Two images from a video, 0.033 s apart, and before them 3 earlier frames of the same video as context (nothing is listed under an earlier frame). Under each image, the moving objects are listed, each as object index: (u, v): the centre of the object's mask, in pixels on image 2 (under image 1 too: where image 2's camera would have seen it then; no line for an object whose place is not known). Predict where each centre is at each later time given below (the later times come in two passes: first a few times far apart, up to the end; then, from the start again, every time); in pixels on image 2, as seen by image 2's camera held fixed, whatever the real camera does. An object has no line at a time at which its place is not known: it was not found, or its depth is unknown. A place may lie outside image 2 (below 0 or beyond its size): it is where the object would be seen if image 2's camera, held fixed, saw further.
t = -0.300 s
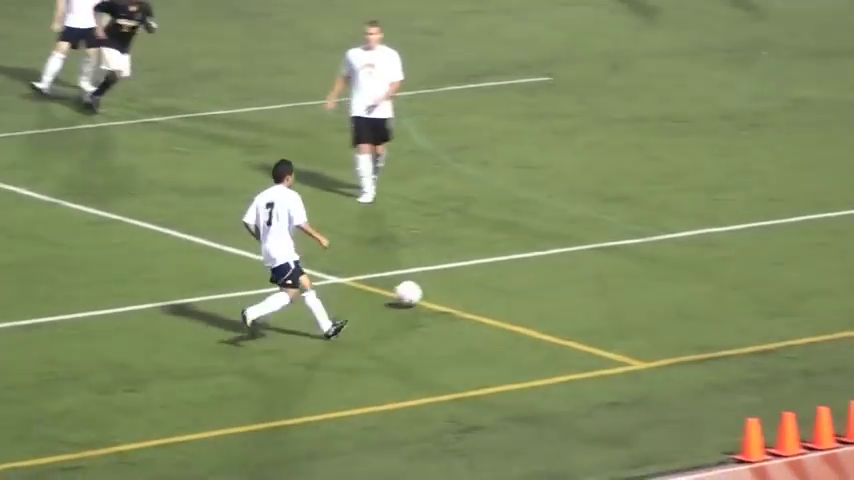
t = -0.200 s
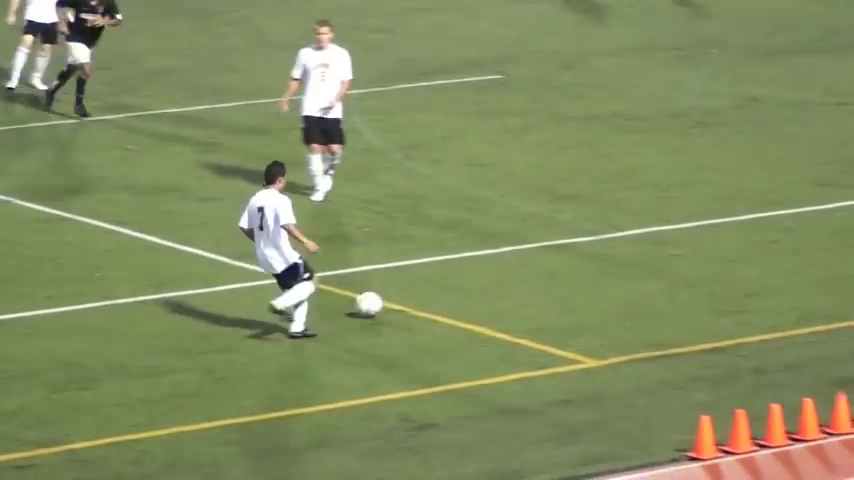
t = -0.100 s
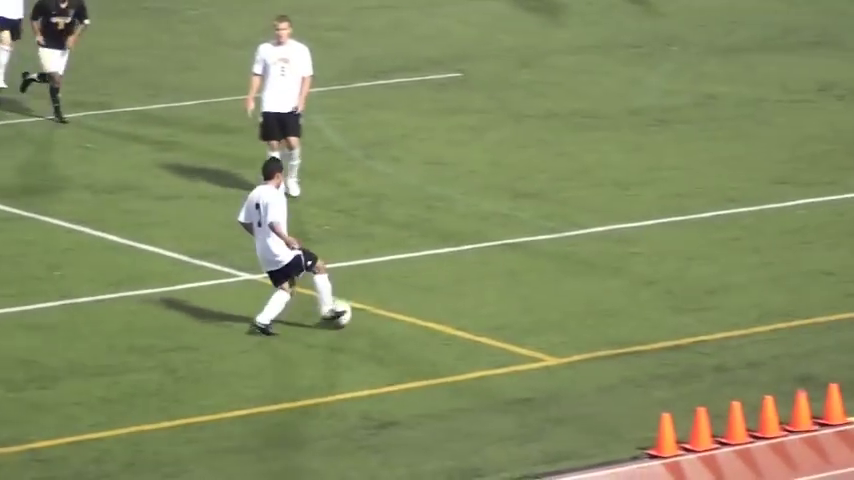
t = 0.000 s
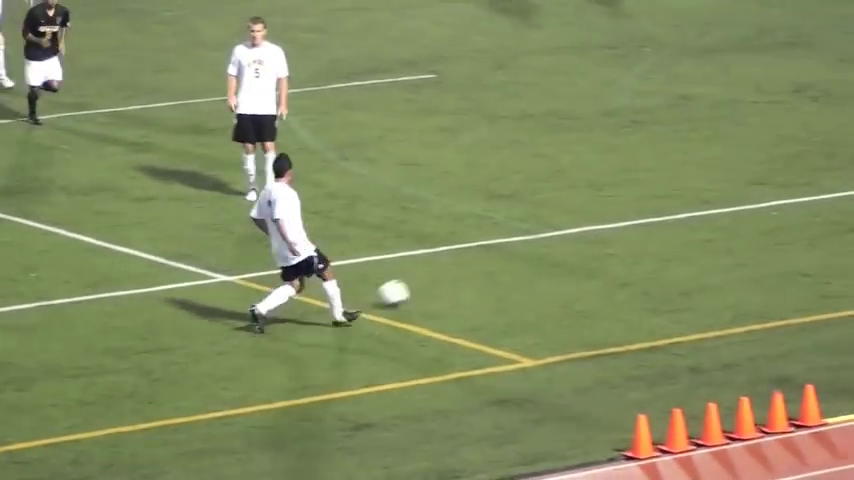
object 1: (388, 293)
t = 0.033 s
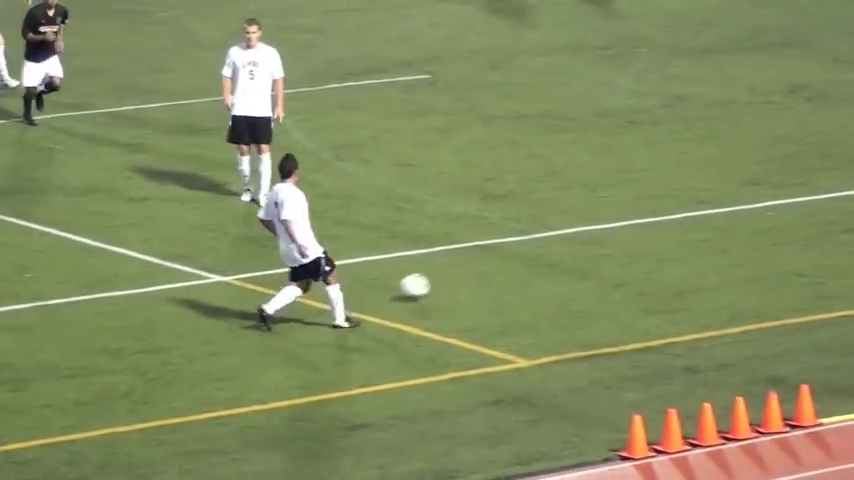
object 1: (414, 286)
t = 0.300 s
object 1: (598, 241)
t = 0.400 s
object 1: (656, 225)
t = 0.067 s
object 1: (440, 280)
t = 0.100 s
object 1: (465, 275)
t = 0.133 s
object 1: (489, 268)
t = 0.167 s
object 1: (512, 261)
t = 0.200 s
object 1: (534, 255)
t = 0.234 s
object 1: (557, 249)
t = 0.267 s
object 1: (578, 245)
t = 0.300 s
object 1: (598, 241)
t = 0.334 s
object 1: (618, 235)
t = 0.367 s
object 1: (637, 230)
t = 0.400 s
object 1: (656, 225)
